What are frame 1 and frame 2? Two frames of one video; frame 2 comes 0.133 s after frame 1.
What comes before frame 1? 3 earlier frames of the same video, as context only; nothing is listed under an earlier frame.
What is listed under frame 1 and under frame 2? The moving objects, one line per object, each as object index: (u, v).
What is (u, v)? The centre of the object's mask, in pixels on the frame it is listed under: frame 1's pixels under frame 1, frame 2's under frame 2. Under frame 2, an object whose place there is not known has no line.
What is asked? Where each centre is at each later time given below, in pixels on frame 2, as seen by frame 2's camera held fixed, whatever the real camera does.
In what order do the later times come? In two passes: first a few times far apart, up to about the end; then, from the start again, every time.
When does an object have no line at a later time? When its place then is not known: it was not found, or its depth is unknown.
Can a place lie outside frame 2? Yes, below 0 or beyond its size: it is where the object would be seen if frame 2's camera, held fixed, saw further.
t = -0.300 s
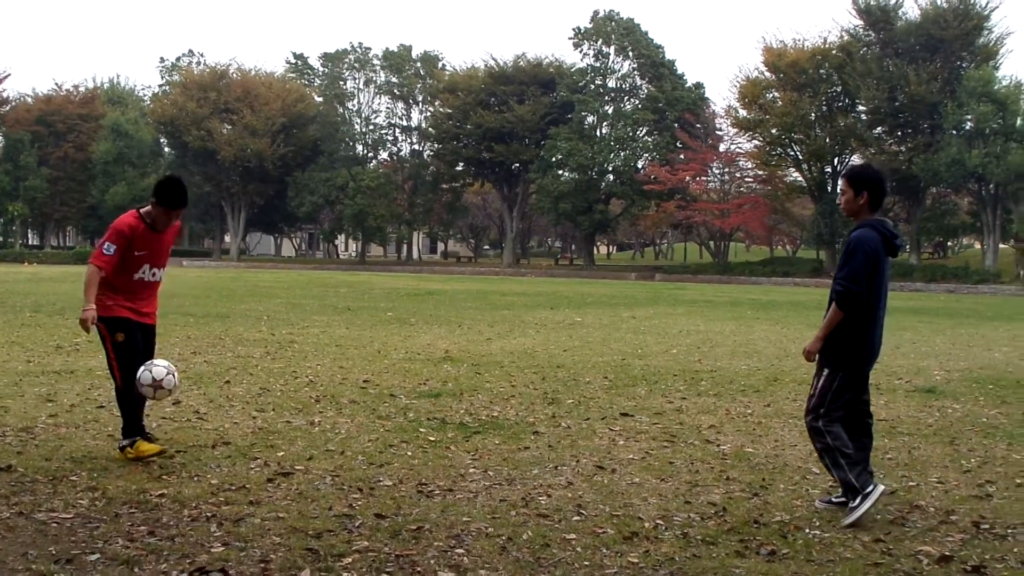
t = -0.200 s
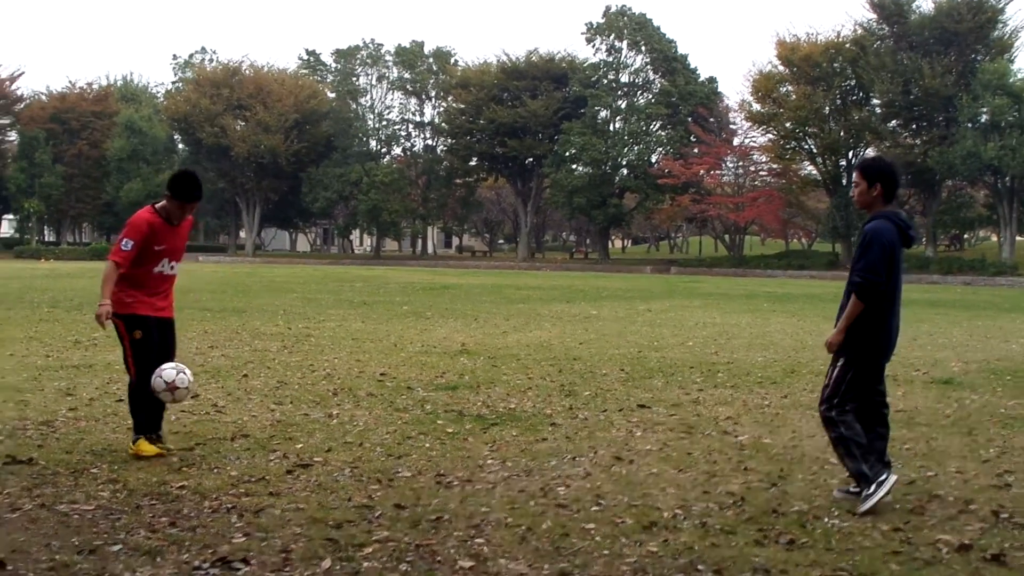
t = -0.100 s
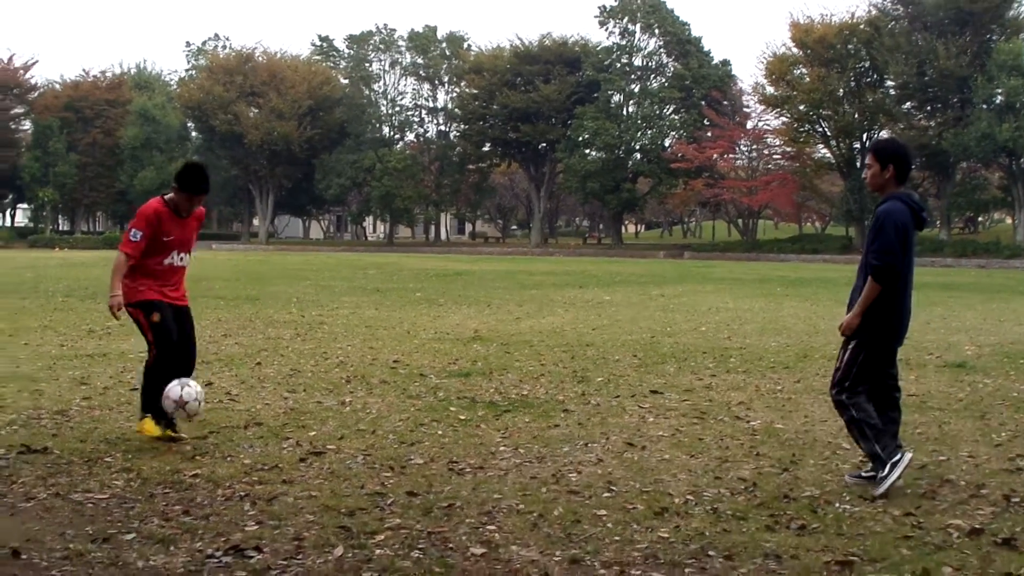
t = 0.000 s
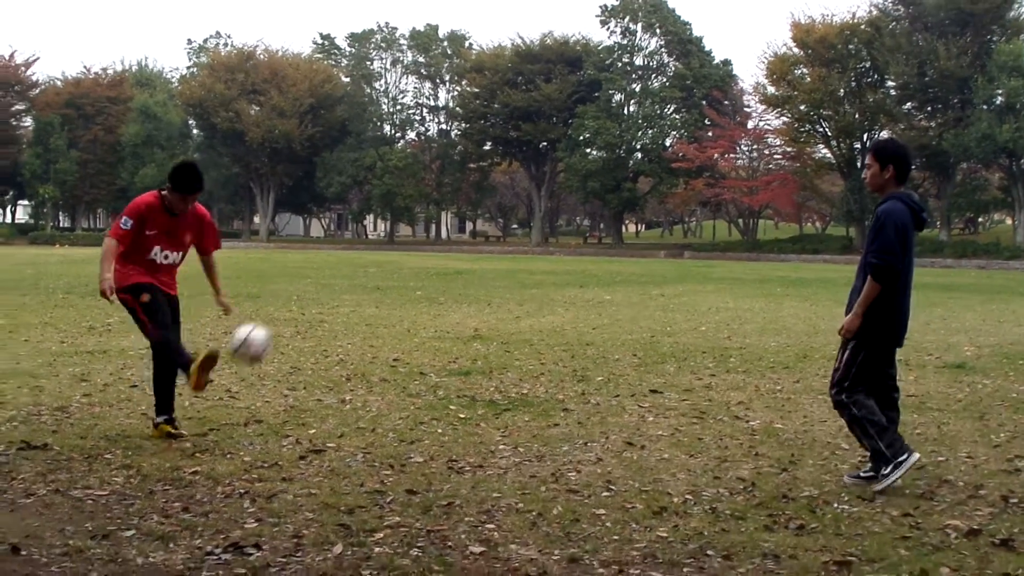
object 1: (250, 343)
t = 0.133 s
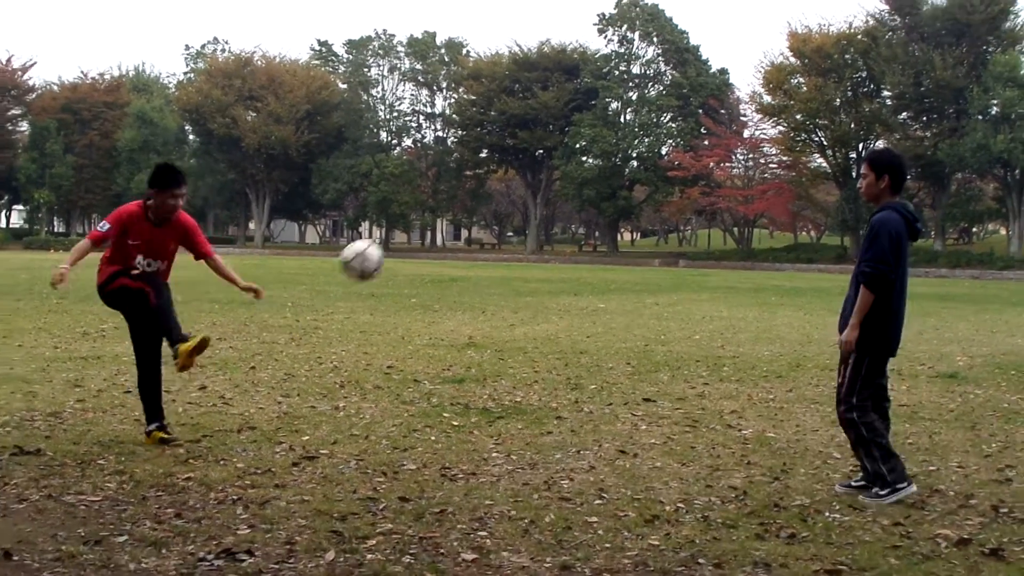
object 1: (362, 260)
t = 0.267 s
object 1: (481, 201)
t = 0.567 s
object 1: (752, 184)
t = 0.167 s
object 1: (392, 241)
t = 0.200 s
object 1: (421, 226)
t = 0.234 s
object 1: (452, 213)
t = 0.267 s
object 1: (481, 201)
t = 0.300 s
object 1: (510, 190)
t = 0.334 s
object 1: (540, 182)
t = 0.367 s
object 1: (571, 176)
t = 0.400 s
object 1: (600, 175)
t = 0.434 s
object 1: (631, 173)
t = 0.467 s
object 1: (661, 172)
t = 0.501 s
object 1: (691, 173)
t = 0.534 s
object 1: (720, 177)
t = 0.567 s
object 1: (752, 184)
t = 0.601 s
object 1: (781, 189)
